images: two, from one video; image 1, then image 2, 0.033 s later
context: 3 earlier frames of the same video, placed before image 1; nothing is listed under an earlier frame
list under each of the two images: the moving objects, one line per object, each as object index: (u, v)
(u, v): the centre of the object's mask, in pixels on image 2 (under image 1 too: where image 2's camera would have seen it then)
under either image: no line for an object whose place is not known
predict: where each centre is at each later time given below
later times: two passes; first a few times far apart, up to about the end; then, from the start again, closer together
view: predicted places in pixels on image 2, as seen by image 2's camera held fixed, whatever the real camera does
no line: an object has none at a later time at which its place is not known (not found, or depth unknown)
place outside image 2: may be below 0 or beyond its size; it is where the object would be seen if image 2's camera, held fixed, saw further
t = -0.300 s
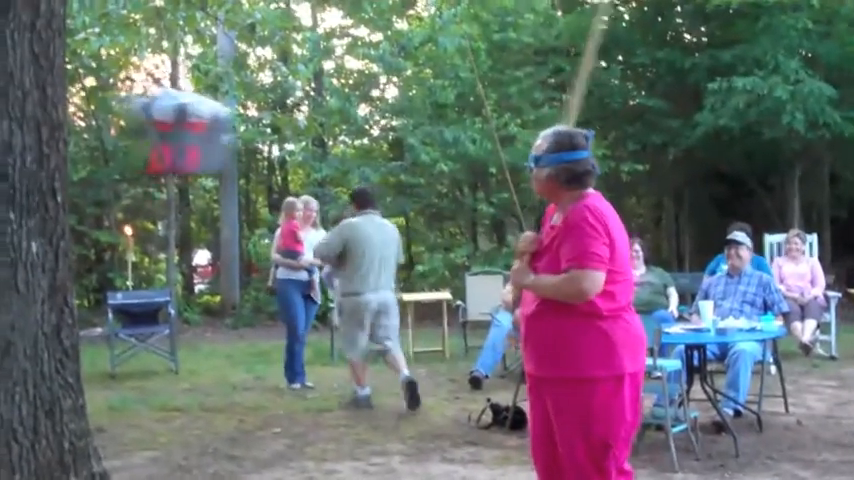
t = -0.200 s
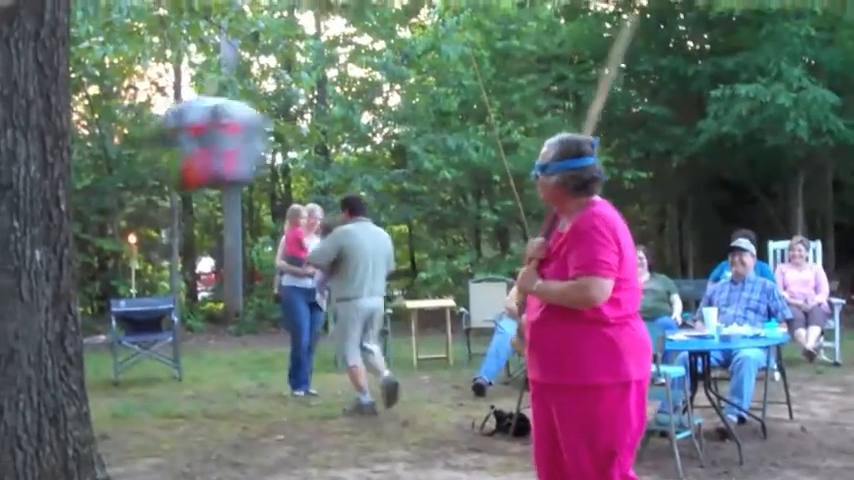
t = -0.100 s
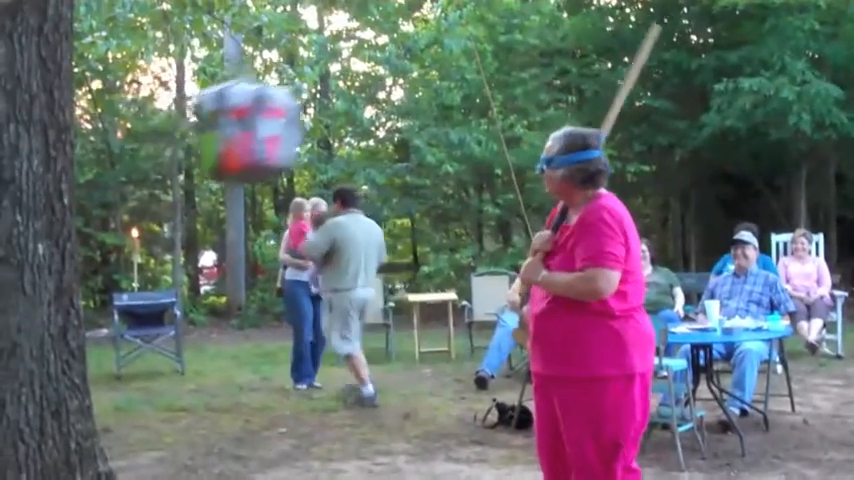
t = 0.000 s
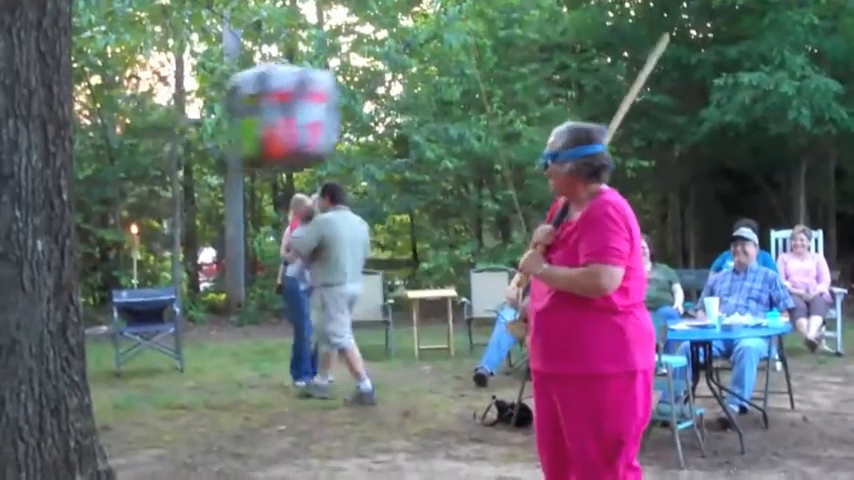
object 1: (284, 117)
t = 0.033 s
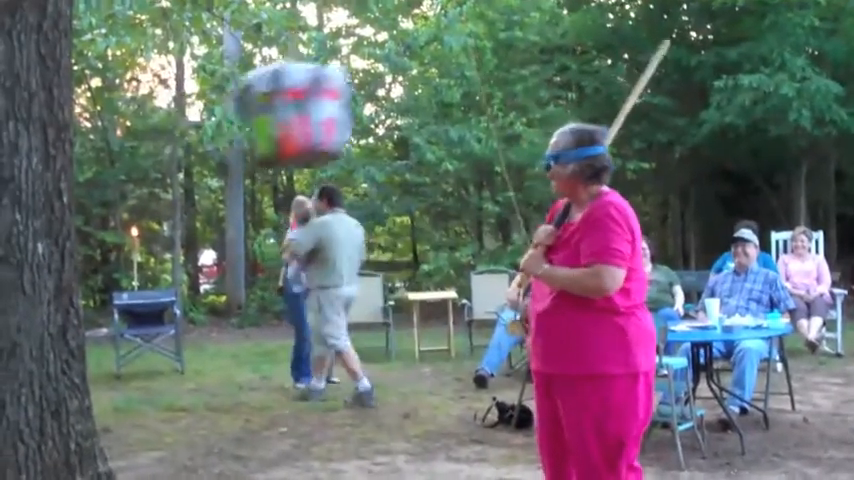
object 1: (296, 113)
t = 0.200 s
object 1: (360, 96)
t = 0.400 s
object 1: (429, 64)
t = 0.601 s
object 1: (466, 53)
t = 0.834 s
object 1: (461, 67)
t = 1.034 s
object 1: (433, 108)
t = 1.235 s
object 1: (370, 140)
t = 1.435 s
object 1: (302, 155)
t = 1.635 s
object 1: (239, 154)
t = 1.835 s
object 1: (187, 141)
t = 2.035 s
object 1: (148, 125)
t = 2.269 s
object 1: (124, 121)
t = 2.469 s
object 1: (121, 126)
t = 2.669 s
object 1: (137, 139)
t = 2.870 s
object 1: (180, 149)
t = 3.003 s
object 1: (219, 150)
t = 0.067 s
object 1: (307, 108)
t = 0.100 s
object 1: (320, 104)
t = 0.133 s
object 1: (333, 100)
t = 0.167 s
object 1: (346, 98)
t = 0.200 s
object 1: (360, 96)
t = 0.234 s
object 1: (373, 93)
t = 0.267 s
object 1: (384, 88)
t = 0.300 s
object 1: (398, 81)
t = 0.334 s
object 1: (410, 74)
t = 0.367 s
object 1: (421, 67)
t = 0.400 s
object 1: (429, 64)
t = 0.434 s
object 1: (437, 60)
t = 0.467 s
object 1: (446, 58)
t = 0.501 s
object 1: (450, 54)
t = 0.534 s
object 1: (454, 53)
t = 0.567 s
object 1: (461, 52)
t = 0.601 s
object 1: (466, 53)
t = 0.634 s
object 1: (470, 53)
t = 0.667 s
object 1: (472, 55)
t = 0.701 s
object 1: (477, 58)
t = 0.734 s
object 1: (476, 60)
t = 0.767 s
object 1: (474, 64)
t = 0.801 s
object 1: (471, 64)
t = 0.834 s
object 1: (461, 67)
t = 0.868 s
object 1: (463, 76)
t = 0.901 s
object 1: (463, 85)
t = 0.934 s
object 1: (457, 88)
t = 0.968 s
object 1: (450, 95)
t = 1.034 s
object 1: (433, 108)
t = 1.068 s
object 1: (420, 114)
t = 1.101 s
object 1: (414, 119)
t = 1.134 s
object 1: (404, 126)
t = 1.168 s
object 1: (395, 130)
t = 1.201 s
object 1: (382, 134)
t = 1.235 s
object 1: (370, 140)
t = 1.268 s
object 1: (358, 144)
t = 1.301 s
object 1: (347, 148)
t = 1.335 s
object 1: (336, 150)
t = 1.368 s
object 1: (326, 153)
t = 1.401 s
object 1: (314, 155)
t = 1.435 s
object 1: (302, 155)
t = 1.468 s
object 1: (292, 156)
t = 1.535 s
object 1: (271, 156)
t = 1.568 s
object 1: (260, 156)
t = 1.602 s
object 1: (249, 154)
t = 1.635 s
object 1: (239, 154)
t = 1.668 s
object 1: (227, 153)
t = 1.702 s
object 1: (220, 150)
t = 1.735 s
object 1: (210, 147)
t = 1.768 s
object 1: (202, 145)
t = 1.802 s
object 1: (194, 143)
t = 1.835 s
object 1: (187, 141)
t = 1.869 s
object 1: (180, 138)
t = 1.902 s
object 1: (173, 135)
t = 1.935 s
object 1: (167, 132)
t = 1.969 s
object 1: (159, 130)
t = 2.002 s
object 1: (152, 128)
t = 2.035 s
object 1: (148, 125)
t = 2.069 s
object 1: (144, 124)
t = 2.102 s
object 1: (138, 122)
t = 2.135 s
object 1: (135, 122)
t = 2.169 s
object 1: (132, 122)
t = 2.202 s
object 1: (130, 121)
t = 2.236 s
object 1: (127, 121)
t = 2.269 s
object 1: (124, 121)
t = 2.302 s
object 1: (123, 120)
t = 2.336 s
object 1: (120, 121)
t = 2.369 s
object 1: (120, 121)
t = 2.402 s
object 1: (120, 123)
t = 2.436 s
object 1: (121, 124)
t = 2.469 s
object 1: (121, 126)
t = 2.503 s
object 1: (122, 129)
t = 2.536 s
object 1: (124, 131)
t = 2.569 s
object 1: (128, 134)
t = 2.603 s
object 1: (131, 136)
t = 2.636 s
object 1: (133, 138)
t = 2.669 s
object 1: (137, 139)
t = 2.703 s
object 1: (142, 142)
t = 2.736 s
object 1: (147, 144)
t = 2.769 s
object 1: (155, 146)
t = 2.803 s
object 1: (162, 147)
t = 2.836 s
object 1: (170, 148)
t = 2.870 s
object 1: (180, 149)
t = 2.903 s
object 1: (188, 150)
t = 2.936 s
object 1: (198, 149)
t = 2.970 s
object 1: (210, 148)
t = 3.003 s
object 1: (219, 150)
